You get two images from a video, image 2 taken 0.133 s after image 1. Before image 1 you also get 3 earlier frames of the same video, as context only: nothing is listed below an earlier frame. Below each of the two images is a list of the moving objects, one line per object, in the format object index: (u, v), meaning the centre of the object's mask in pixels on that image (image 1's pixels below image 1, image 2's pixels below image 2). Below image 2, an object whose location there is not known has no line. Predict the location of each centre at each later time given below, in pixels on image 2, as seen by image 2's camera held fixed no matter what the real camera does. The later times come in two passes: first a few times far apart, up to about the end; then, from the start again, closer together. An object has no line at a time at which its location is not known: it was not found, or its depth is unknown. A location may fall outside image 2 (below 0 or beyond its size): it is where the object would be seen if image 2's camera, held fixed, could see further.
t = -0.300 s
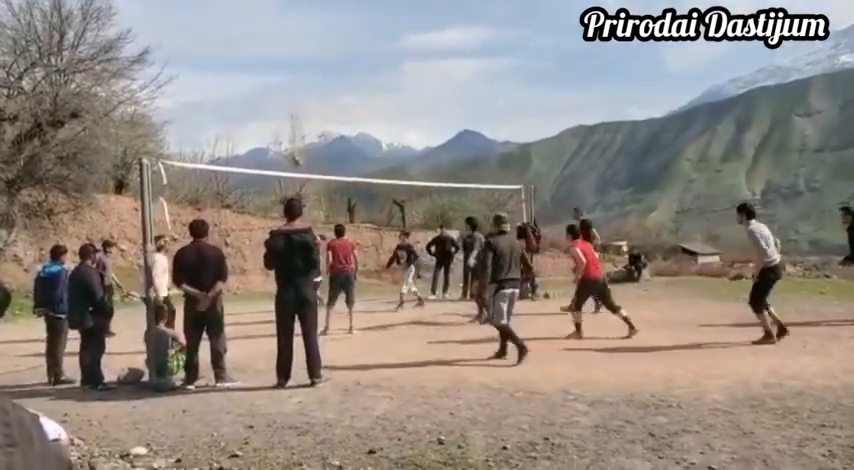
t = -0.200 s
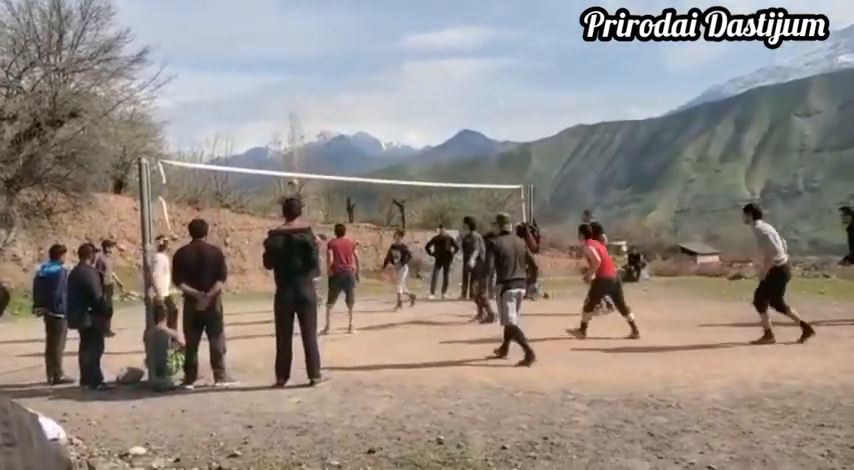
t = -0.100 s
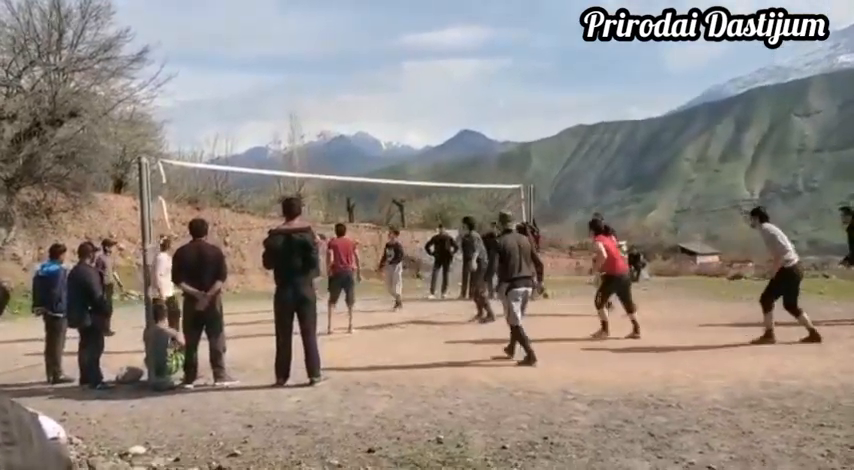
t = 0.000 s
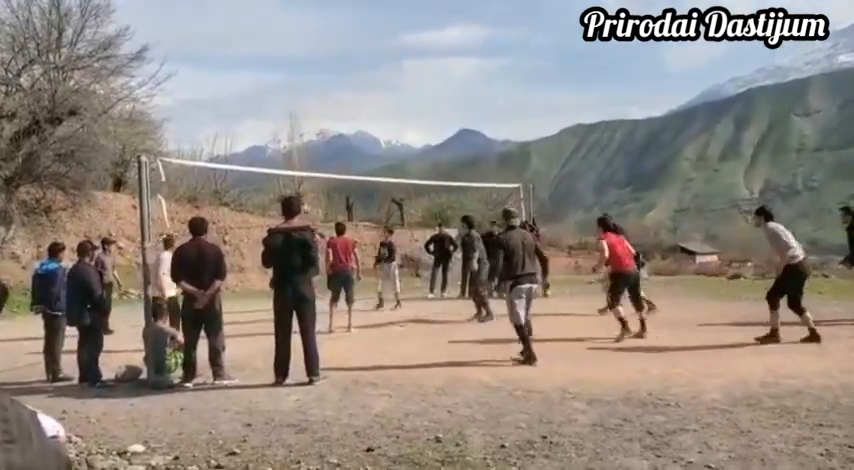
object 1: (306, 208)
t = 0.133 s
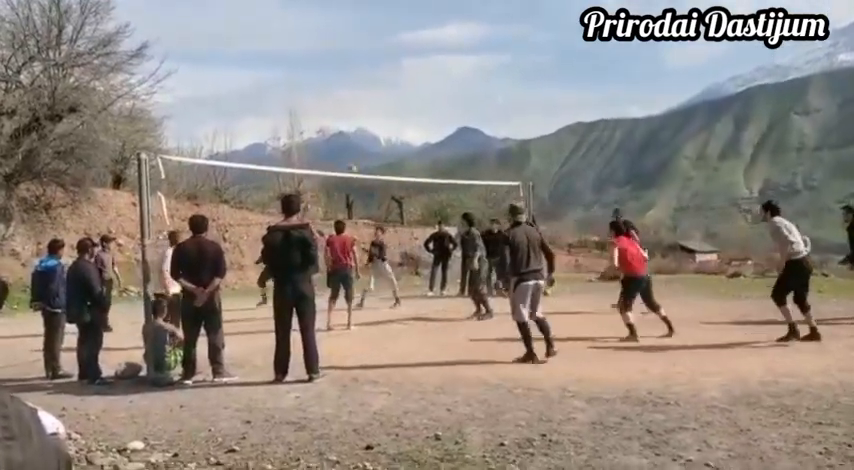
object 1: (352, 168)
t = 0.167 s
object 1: (363, 160)
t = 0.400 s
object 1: (448, 119)
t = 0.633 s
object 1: (540, 106)
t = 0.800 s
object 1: (607, 120)
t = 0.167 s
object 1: (363, 160)
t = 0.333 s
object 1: (423, 128)
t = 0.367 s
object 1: (436, 123)
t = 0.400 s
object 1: (448, 119)
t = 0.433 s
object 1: (461, 115)
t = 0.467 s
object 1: (474, 112)
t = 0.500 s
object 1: (487, 109)
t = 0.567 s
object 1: (513, 105)
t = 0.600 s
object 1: (527, 106)
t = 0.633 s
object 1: (540, 106)
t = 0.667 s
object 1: (554, 107)
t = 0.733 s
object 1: (581, 113)
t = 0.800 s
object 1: (607, 120)
